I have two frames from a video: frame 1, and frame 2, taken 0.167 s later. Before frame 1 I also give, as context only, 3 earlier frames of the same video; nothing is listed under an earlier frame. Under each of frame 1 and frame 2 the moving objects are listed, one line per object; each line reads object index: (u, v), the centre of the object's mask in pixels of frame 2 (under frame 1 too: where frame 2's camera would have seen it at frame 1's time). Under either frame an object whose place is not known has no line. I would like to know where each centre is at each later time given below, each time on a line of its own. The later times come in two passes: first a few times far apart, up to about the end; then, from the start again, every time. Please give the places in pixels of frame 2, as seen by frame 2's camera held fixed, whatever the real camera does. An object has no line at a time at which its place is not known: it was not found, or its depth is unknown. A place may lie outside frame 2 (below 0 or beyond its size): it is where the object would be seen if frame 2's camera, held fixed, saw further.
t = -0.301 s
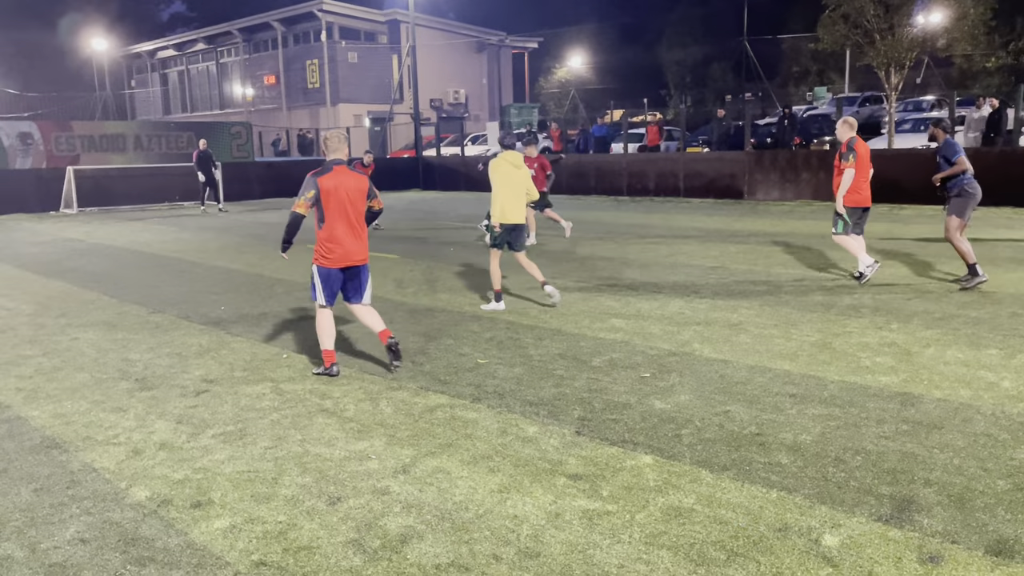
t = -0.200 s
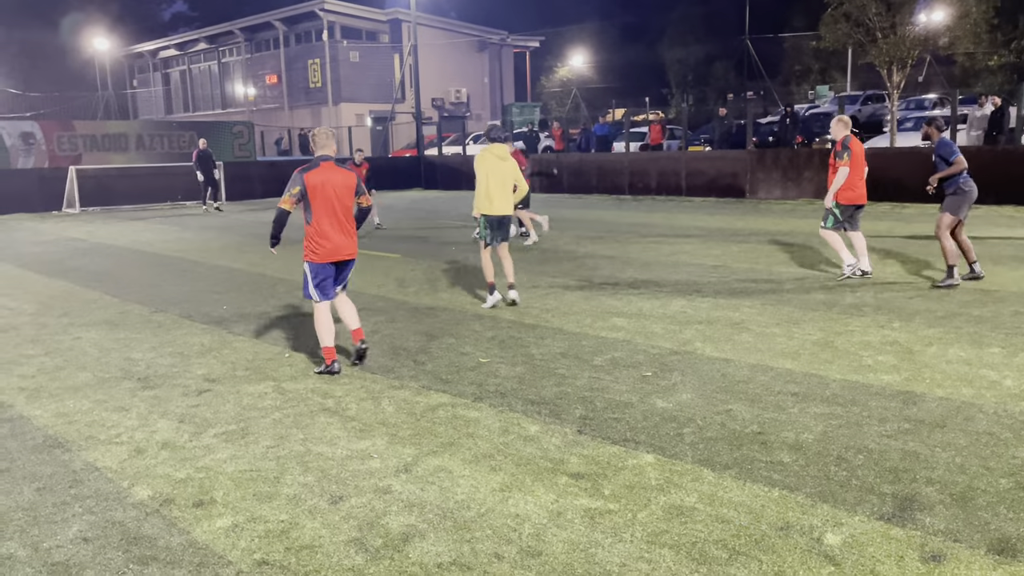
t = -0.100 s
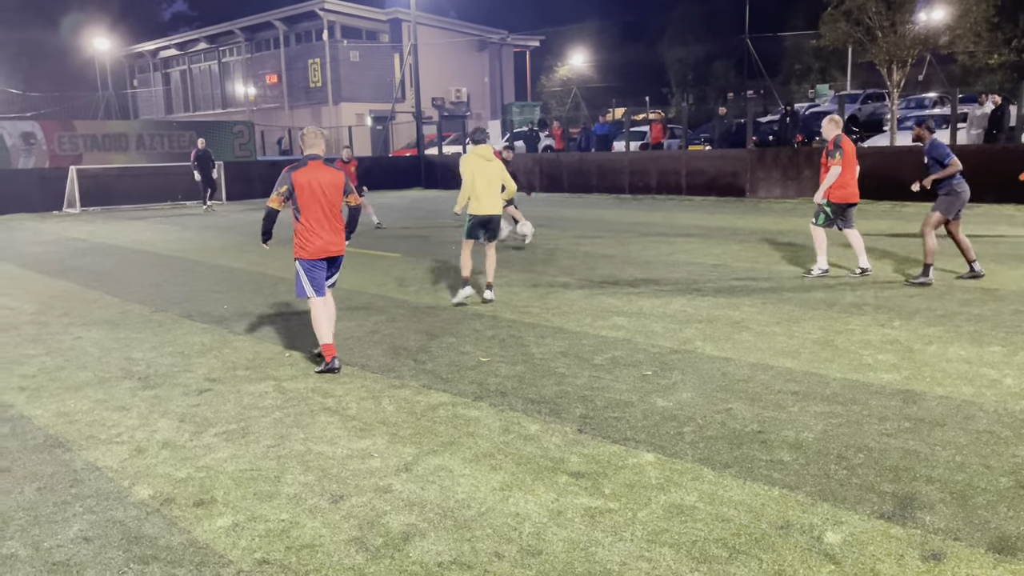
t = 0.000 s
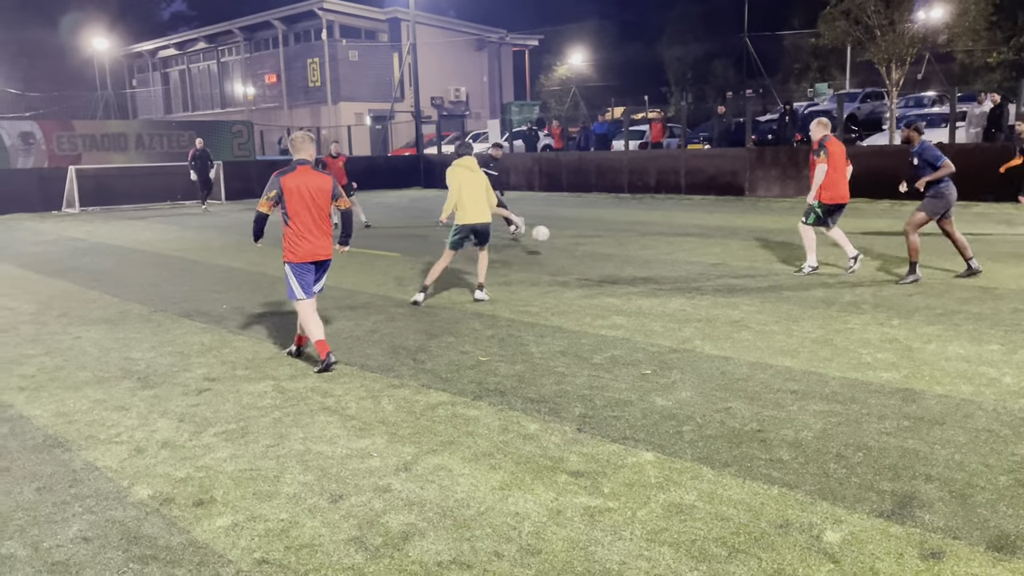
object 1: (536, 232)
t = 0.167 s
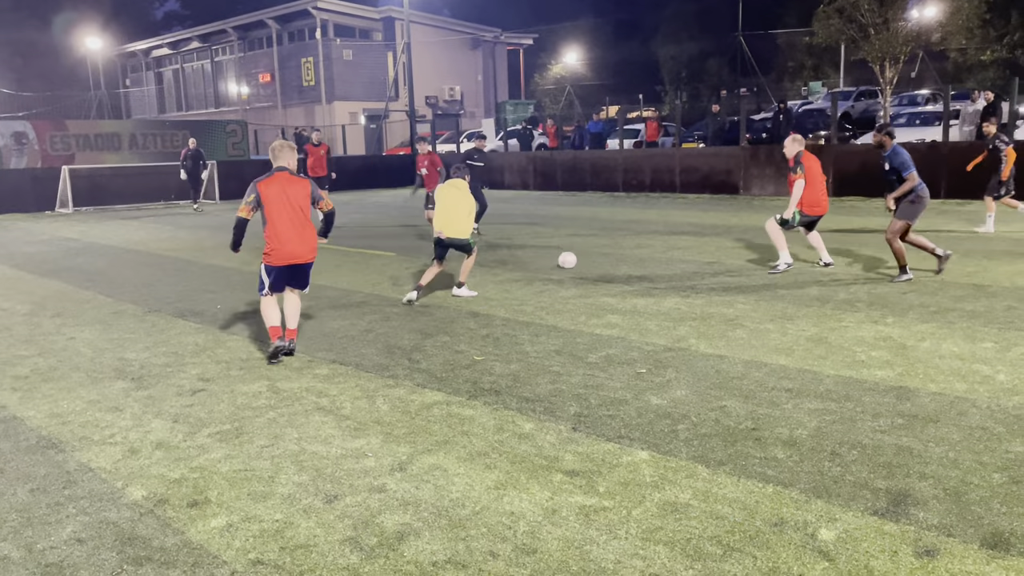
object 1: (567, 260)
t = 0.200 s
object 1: (573, 257)
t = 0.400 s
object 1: (611, 261)
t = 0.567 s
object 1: (649, 275)
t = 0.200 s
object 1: (573, 257)
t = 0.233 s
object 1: (579, 256)
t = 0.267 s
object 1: (585, 255)
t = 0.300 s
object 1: (591, 255)
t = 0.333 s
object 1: (598, 256)
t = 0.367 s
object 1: (604, 258)
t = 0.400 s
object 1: (611, 261)
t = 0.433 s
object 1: (618, 265)
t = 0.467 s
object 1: (626, 271)
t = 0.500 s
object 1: (633, 277)
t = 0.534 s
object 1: (641, 277)
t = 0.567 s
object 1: (649, 275)
